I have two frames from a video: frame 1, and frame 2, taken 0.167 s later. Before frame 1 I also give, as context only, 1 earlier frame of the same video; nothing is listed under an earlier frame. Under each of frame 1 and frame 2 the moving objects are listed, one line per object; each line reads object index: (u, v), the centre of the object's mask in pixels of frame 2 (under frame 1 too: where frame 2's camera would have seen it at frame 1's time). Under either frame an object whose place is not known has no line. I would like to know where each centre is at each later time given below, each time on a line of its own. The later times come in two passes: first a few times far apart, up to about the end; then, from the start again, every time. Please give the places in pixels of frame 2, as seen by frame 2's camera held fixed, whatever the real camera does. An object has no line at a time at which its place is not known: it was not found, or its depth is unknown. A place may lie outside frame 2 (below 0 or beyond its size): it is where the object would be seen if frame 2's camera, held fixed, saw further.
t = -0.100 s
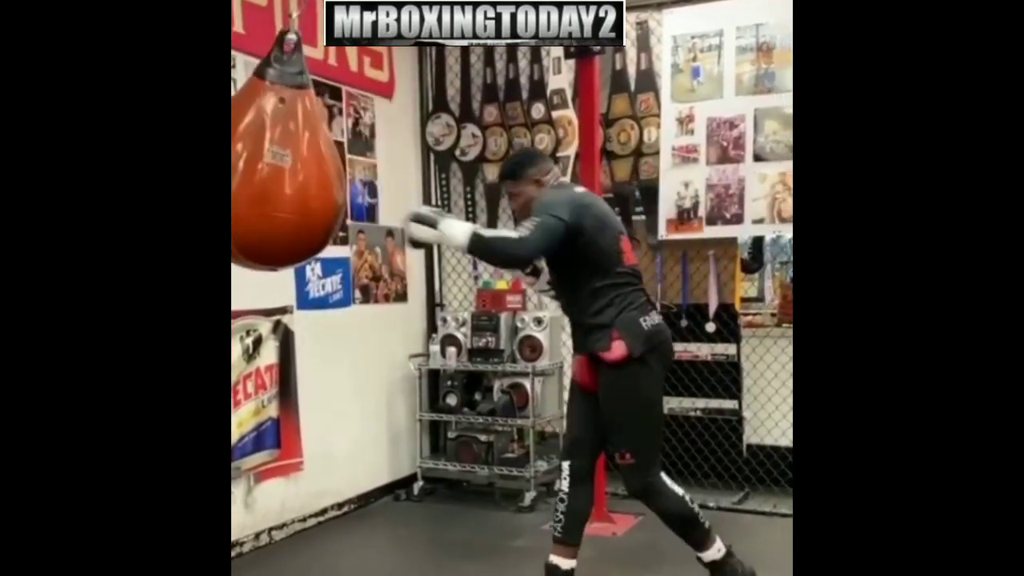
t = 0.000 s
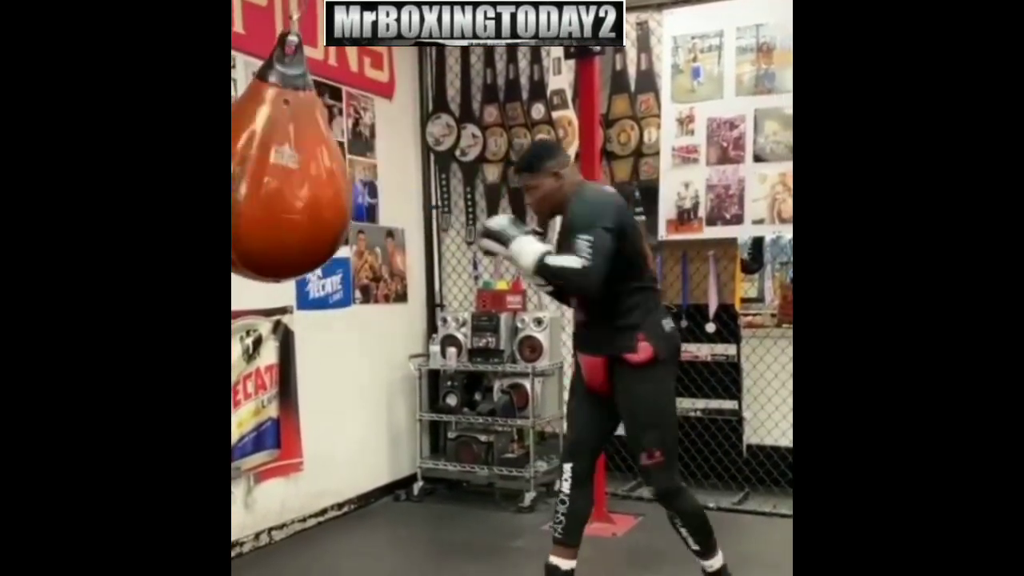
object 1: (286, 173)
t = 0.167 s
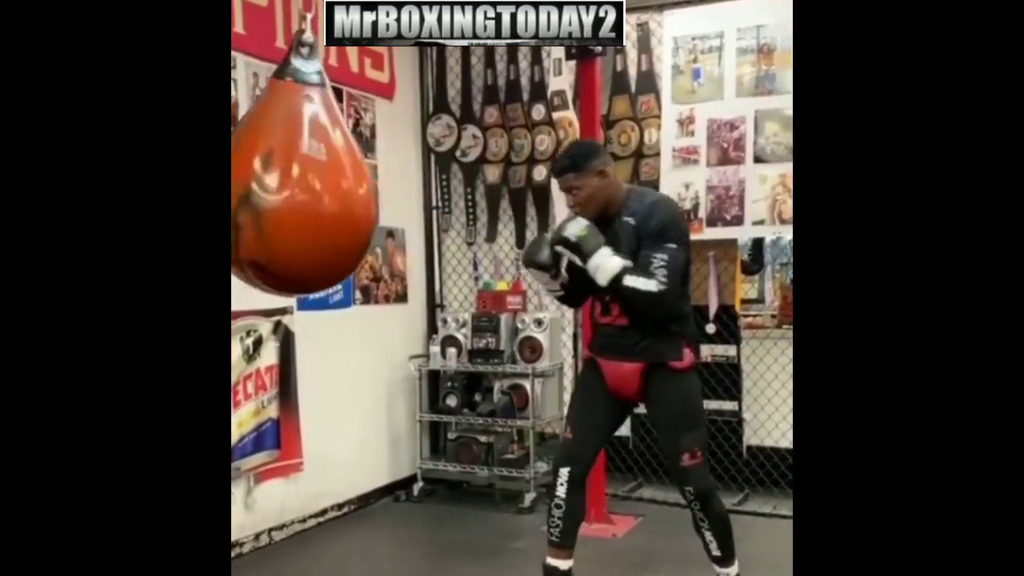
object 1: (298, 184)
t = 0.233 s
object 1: (305, 185)
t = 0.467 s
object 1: (348, 168)
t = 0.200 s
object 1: (302, 185)
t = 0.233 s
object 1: (305, 185)
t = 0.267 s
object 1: (310, 185)
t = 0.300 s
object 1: (315, 183)
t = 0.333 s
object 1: (320, 181)
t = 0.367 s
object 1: (327, 178)
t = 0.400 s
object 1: (334, 175)
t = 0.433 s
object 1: (341, 171)
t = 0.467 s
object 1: (348, 168)
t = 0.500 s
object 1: (354, 165)
